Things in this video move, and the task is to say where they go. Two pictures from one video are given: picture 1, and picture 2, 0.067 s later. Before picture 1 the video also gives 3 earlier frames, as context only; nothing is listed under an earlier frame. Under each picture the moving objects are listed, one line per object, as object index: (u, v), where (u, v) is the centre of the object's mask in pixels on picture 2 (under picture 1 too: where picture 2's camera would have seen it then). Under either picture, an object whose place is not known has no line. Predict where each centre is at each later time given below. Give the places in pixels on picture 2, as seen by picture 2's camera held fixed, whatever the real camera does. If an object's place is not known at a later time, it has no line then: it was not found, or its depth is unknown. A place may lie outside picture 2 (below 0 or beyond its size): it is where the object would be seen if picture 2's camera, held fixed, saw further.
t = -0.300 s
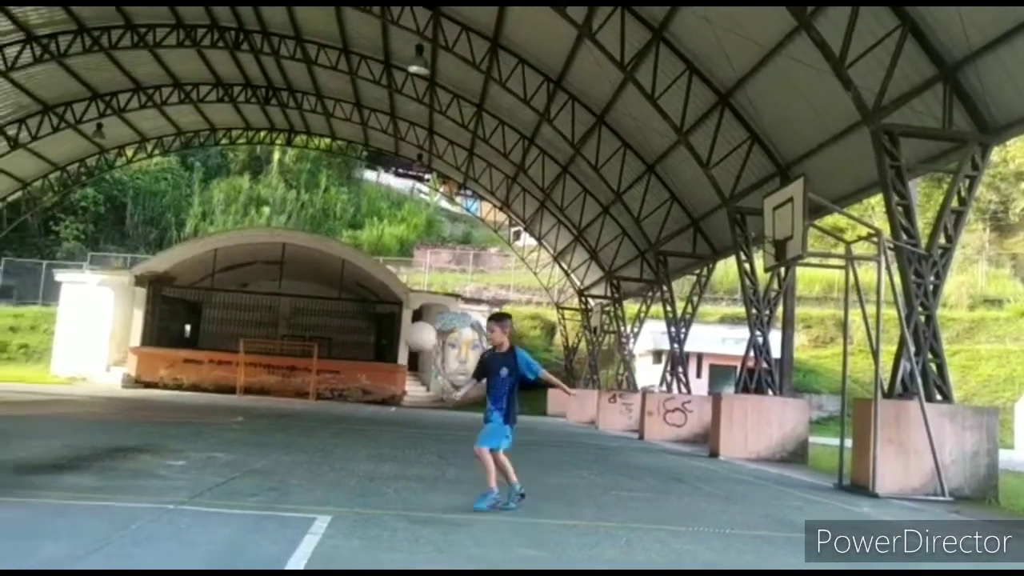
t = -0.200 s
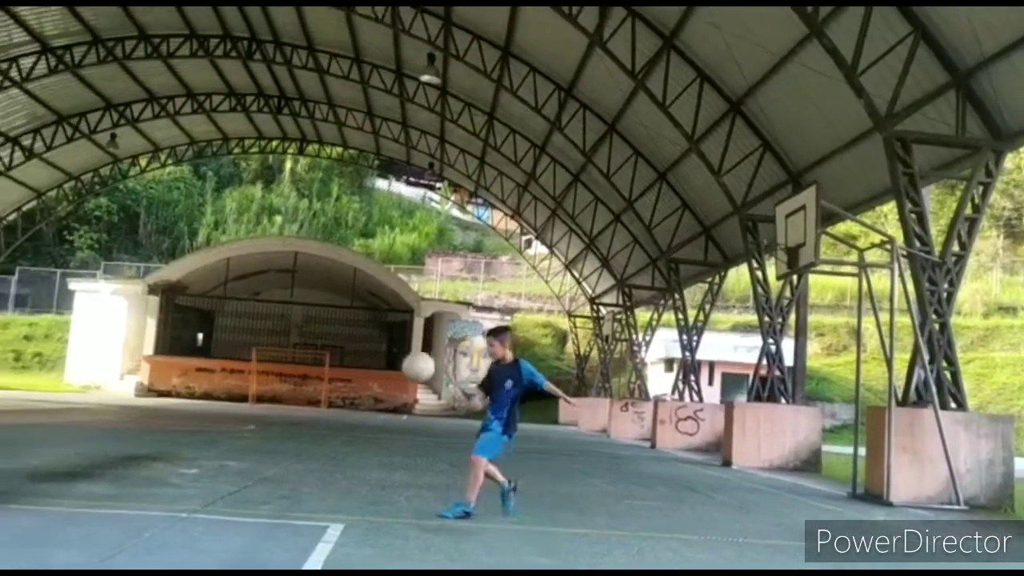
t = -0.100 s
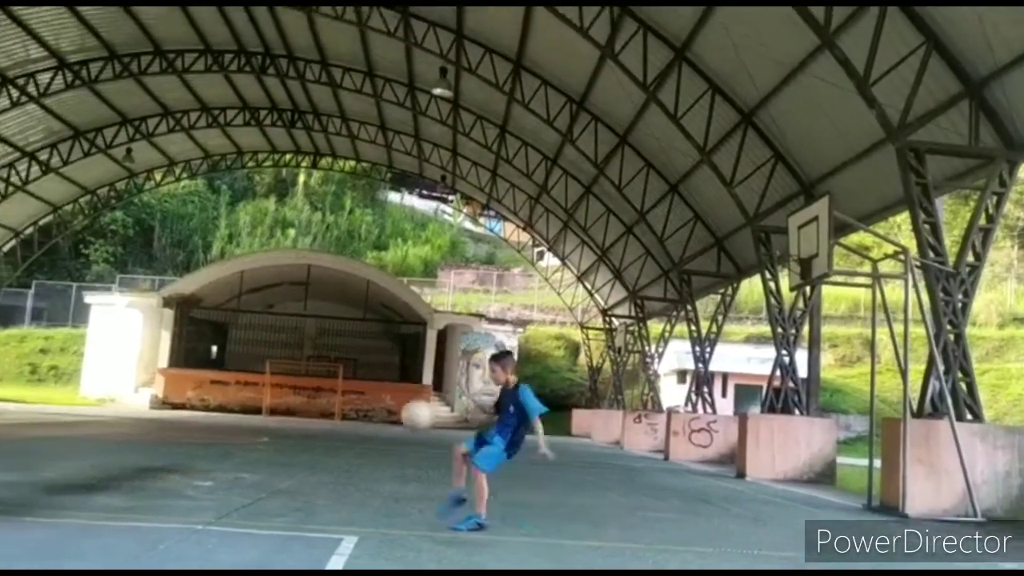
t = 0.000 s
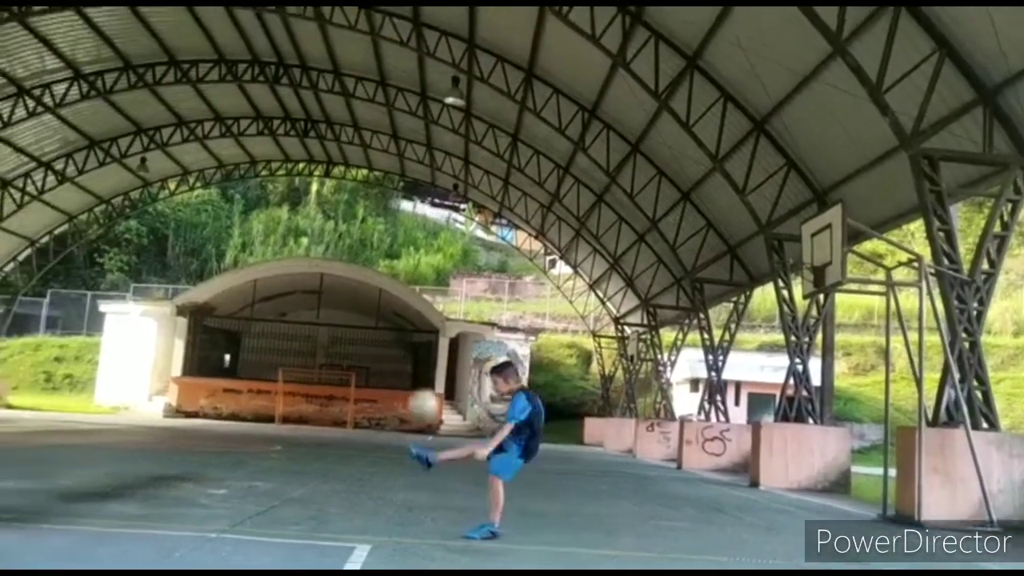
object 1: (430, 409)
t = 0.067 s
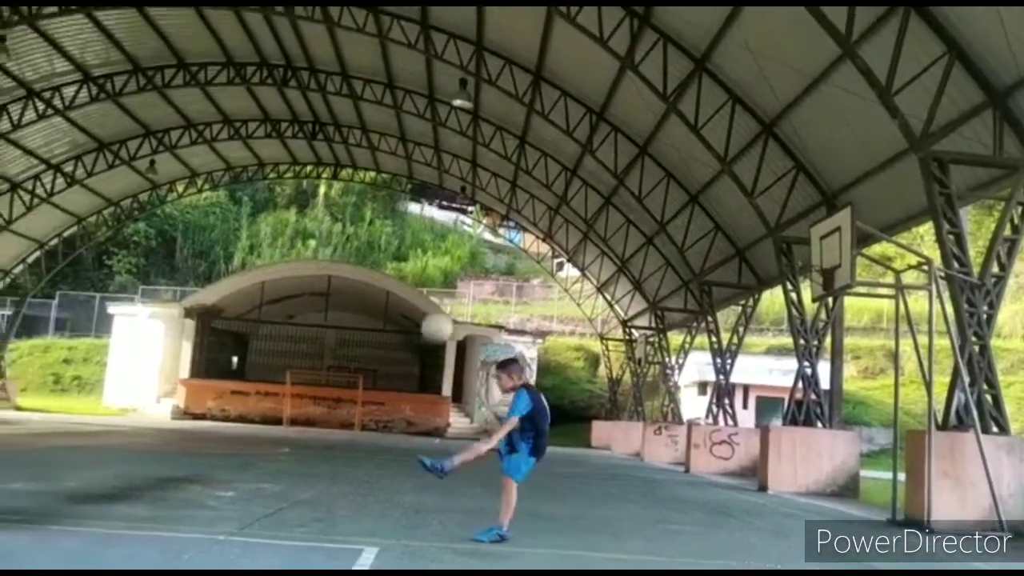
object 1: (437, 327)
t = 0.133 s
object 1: (445, 257)
